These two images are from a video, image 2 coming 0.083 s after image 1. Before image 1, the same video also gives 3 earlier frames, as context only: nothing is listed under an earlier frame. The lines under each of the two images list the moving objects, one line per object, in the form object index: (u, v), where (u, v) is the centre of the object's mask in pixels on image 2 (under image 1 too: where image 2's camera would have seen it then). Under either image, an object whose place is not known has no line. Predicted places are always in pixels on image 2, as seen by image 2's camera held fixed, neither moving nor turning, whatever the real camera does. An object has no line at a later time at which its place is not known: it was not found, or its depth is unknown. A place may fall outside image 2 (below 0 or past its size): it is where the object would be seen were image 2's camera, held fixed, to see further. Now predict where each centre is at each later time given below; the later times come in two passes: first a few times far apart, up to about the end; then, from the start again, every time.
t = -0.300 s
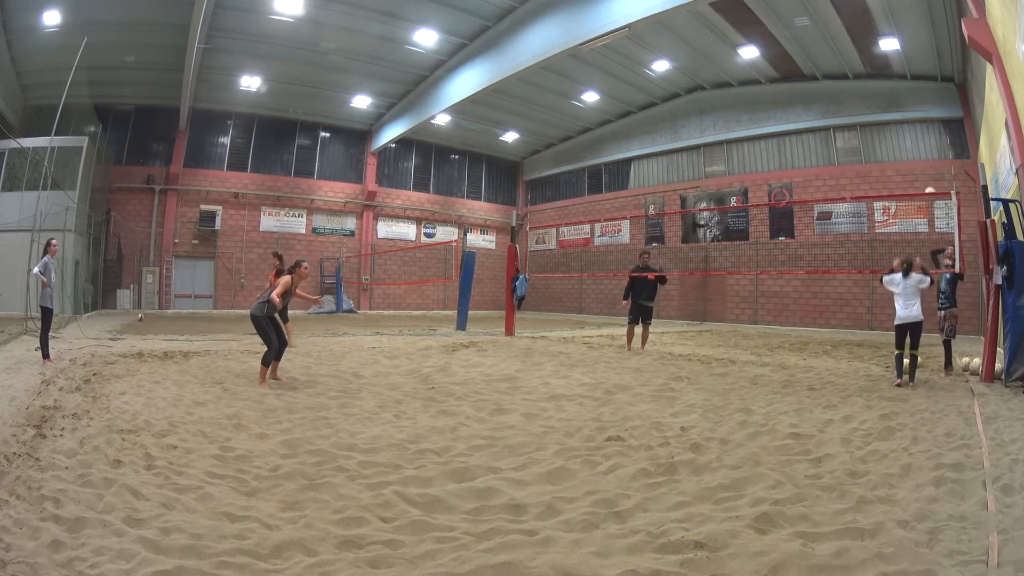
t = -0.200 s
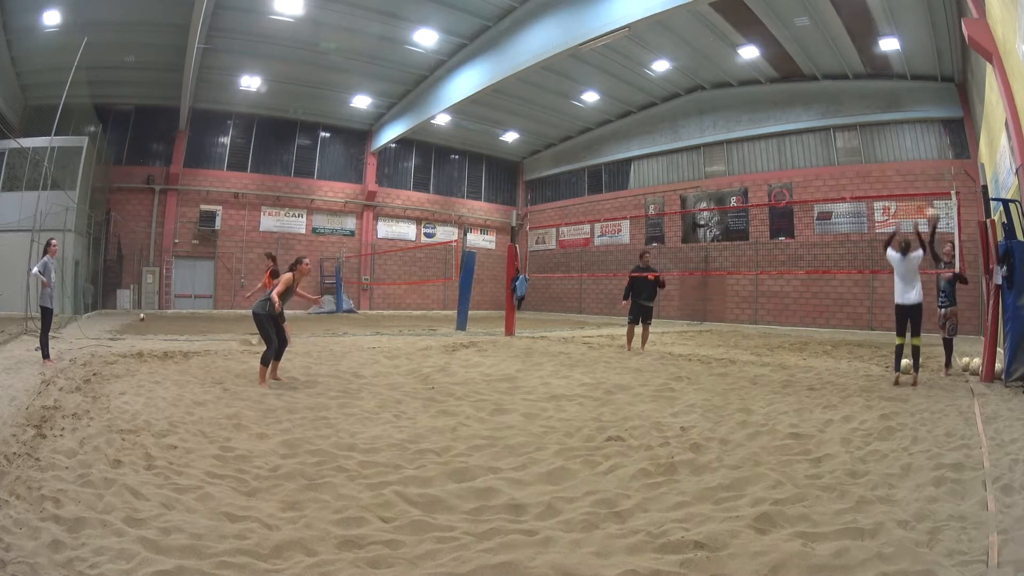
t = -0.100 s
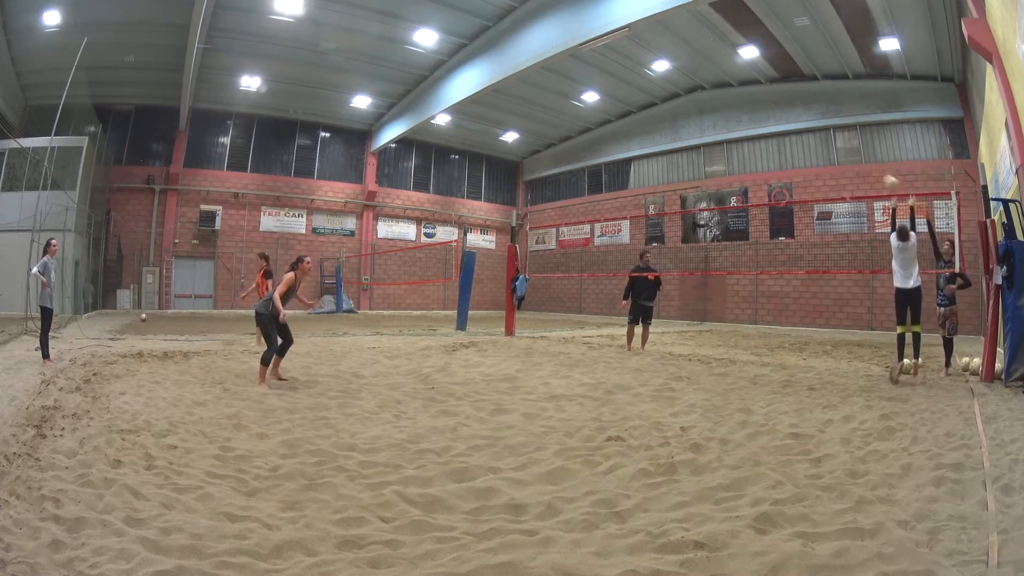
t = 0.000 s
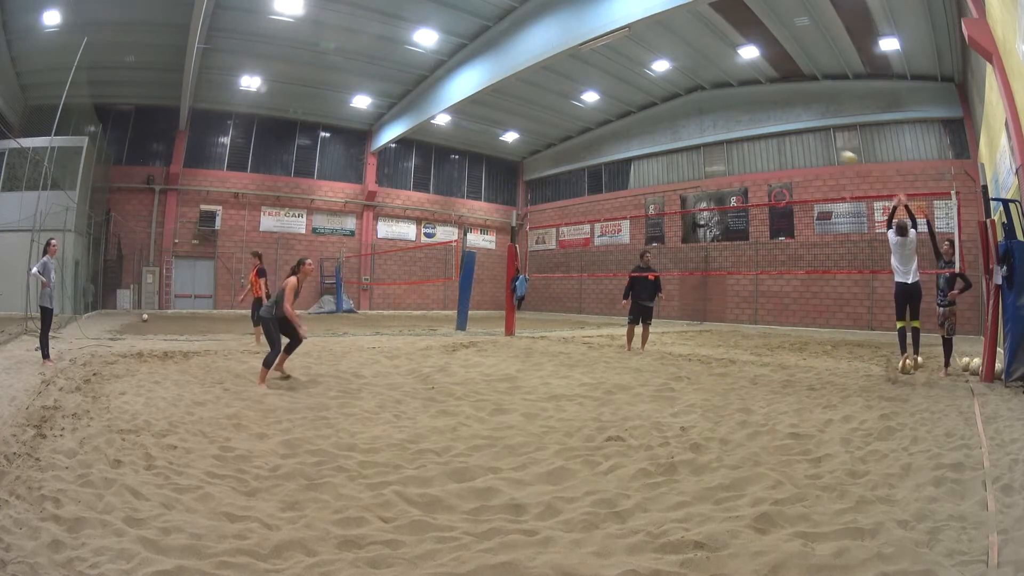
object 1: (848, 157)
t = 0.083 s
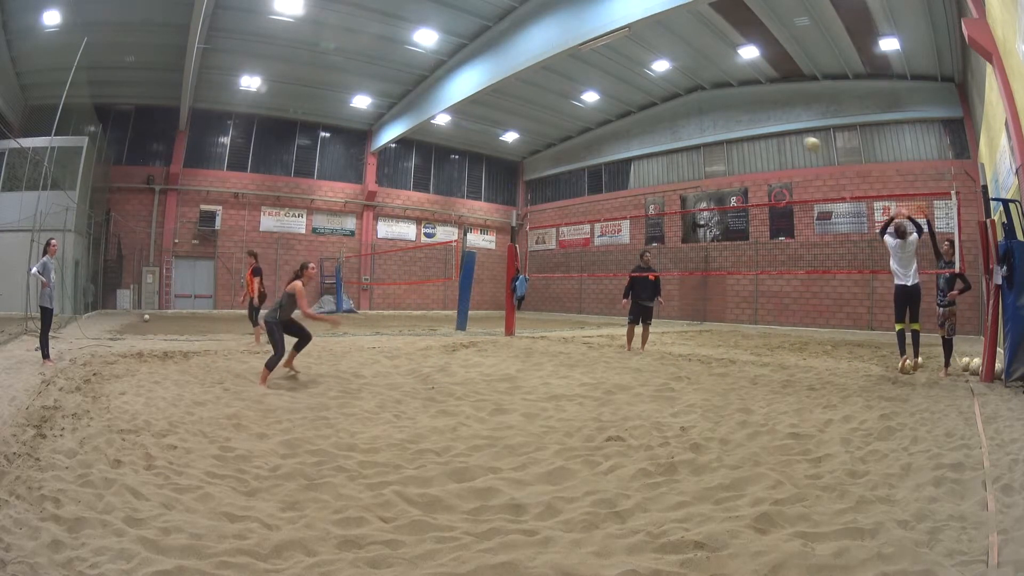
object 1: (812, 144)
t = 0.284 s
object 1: (725, 134)
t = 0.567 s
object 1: (612, 170)
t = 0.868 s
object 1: (509, 259)
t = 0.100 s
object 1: (806, 142)
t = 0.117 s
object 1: (798, 140)
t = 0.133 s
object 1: (791, 139)
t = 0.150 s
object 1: (783, 138)
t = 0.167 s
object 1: (776, 137)
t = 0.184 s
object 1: (768, 135)
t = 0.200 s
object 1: (762, 135)
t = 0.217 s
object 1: (754, 134)
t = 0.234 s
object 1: (748, 134)
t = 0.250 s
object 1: (740, 134)
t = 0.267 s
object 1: (733, 134)
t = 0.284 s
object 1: (725, 134)
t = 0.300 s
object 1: (718, 134)
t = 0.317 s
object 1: (712, 136)
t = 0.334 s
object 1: (705, 136)
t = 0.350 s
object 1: (698, 138)
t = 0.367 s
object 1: (691, 139)
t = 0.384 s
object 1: (685, 141)
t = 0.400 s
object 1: (678, 142)
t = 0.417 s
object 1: (671, 144)
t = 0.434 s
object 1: (665, 146)
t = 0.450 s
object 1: (658, 149)
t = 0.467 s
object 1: (650, 151)
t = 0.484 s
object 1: (644, 154)
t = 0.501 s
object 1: (638, 156)
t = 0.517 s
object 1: (631, 160)
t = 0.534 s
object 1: (624, 163)
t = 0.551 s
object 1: (618, 166)
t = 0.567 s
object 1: (612, 170)
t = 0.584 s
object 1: (605, 173)
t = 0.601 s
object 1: (599, 178)
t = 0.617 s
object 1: (593, 182)
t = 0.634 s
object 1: (587, 186)
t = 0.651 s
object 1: (581, 189)
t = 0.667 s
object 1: (575, 193)
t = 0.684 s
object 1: (570, 197)
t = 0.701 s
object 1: (564, 201)
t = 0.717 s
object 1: (557, 207)
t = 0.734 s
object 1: (553, 214)
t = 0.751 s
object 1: (546, 218)
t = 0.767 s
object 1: (540, 224)
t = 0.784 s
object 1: (535, 230)
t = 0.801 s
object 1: (530, 234)
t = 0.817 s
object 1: (524, 241)
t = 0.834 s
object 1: (519, 248)
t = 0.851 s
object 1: (514, 253)
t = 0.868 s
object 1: (509, 259)
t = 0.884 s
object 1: (504, 265)
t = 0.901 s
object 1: (499, 271)
